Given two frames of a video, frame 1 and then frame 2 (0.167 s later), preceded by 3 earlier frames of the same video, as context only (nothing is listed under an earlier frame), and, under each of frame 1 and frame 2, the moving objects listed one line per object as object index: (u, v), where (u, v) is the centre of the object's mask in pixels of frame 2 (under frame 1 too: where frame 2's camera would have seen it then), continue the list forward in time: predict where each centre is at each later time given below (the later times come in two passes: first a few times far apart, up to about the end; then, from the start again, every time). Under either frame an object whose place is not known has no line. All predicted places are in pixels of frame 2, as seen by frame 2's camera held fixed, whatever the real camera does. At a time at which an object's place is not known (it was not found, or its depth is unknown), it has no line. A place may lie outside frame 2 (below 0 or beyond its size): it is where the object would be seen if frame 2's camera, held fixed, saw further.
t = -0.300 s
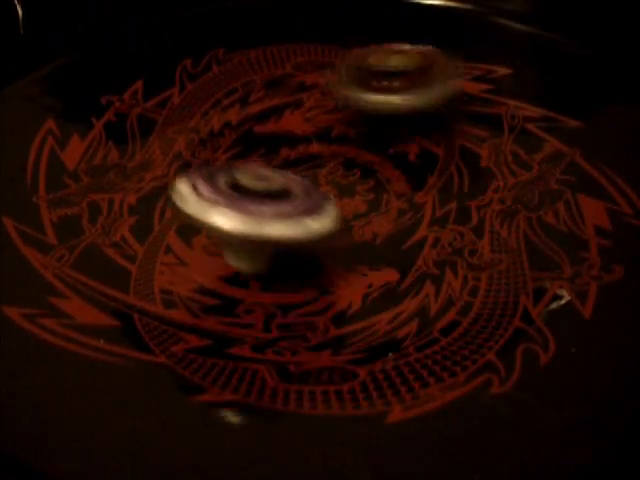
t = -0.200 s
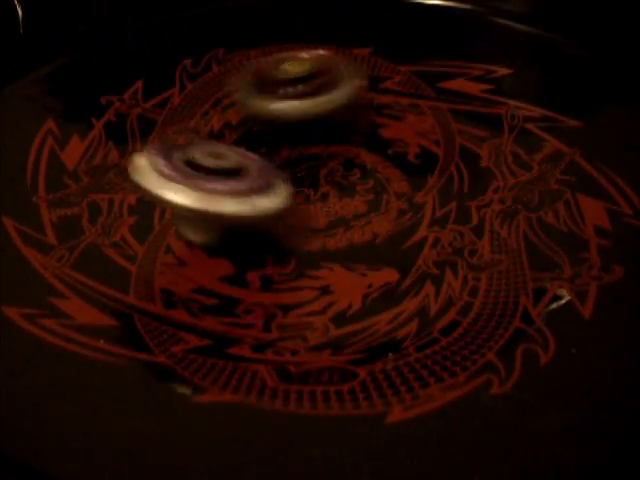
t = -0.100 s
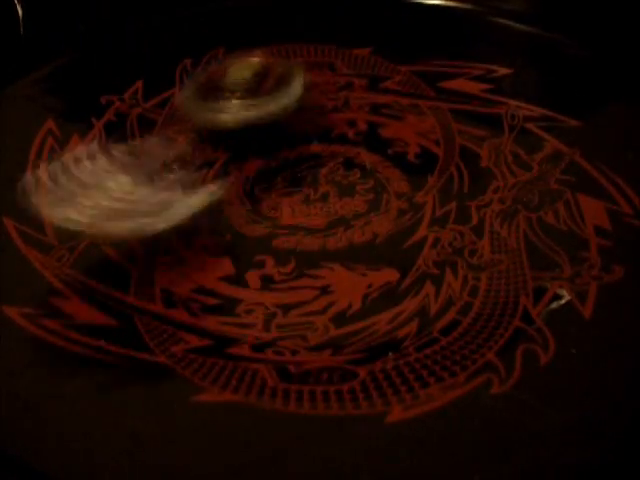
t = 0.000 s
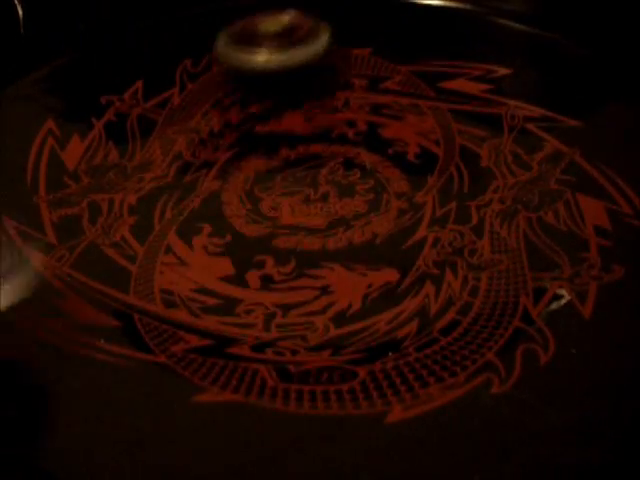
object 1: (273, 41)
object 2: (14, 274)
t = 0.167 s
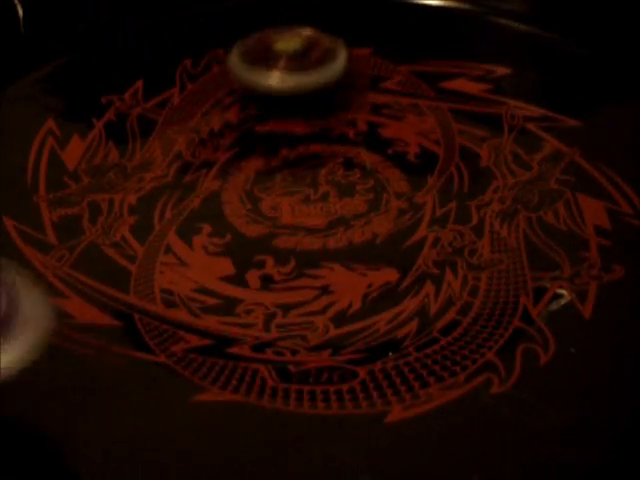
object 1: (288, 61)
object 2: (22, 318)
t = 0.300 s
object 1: (263, 106)
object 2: (107, 283)
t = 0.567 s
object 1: (308, 117)
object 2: (349, 242)
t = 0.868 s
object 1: (360, 115)
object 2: (412, 197)
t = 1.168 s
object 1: (439, 83)
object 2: (537, 239)
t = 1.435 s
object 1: (300, 82)
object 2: (483, 183)
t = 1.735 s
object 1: (326, 155)
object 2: (510, 194)
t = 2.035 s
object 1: (342, 219)
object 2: (551, 190)
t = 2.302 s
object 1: (362, 282)
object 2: (501, 174)
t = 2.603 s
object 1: (369, 220)
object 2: (495, 86)
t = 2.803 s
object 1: (285, 179)
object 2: (427, 87)
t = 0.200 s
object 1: (282, 73)
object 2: (39, 313)
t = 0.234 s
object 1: (272, 86)
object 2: (59, 306)
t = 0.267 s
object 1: (266, 97)
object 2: (80, 296)
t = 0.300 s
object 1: (263, 106)
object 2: (107, 283)
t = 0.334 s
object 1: (264, 115)
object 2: (153, 268)
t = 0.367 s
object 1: (267, 124)
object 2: (196, 250)
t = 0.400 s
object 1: (272, 131)
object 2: (237, 228)
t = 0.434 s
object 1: (280, 129)
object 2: (272, 214)
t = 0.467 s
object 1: (288, 125)
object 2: (295, 223)
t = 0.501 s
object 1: (295, 121)
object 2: (314, 231)
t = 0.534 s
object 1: (301, 118)
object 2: (333, 237)
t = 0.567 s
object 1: (308, 117)
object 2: (349, 242)
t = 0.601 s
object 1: (314, 116)
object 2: (362, 244)
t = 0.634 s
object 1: (321, 116)
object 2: (372, 243)
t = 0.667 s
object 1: (326, 117)
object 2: (381, 240)
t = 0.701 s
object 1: (331, 116)
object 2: (387, 234)
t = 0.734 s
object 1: (337, 117)
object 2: (391, 226)
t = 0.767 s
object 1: (343, 117)
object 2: (395, 219)
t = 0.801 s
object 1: (349, 116)
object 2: (400, 212)
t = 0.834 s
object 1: (355, 115)
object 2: (405, 205)
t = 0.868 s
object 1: (360, 115)
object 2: (412, 197)
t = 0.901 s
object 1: (364, 114)
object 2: (421, 188)
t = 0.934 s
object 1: (366, 114)
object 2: (430, 180)
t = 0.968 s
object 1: (376, 112)
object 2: (450, 187)
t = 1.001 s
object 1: (384, 109)
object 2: (470, 201)
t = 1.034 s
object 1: (394, 104)
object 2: (492, 215)
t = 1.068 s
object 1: (406, 99)
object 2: (511, 226)
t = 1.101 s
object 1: (420, 95)
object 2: (526, 235)
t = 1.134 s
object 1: (433, 89)
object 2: (535, 239)
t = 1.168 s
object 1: (439, 83)
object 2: (537, 239)
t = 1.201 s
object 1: (437, 78)
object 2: (535, 235)
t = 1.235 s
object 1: (430, 75)
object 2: (529, 228)
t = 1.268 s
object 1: (416, 72)
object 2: (522, 220)
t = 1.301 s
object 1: (397, 70)
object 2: (512, 211)
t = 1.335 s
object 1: (371, 69)
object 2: (502, 203)
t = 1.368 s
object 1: (344, 71)
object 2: (493, 195)
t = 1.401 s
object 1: (319, 76)
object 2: (487, 188)
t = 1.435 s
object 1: (300, 82)
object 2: (483, 183)
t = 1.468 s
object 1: (286, 88)
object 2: (482, 181)
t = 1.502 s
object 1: (277, 95)
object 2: (484, 181)
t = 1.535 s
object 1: (274, 103)
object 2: (488, 183)
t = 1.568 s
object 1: (277, 111)
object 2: (493, 185)
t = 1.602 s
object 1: (284, 120)
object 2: (498, 187)
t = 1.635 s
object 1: (294, 129)
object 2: (501, 190)
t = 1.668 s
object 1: (305, 138)
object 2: (505, 192)
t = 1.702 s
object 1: (316, 146)
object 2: (508, 193)
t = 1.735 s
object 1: (326, 155)
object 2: (510, 194)
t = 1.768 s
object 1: (337, 163)
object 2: (512, 195)
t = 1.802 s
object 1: (347, 172)
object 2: (513, 195)
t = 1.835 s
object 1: (351, 180)
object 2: (521, 197)
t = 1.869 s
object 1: (348, 185)
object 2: (534, 199)
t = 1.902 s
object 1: (349, 191)
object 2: (540, 199)
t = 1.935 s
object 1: (352, 198)
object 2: (541, 197)
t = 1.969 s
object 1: (355, 205)
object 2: (539, 196)
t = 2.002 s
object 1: (357, 212)
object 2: (536, 194)
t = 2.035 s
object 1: (342, 219)
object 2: (551, 190)
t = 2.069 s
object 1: (327, 226)
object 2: (559, 187)
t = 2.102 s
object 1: (318, 235)
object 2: (559, 184)
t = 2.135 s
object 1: (311, 245)
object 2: (557, 182)
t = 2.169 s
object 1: (306, 256)
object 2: (550, 180)
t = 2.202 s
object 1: (307, 265)
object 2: (540, 177)
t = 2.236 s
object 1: (318, 275)
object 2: (527, 176)
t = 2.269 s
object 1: (336, 281)
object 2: (513, 175)
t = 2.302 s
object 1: (362, 282)
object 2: (501, 174)
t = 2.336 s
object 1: (390, 278)
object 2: (489, 175)
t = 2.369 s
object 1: (401, 279)
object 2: (500, 150)
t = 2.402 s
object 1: (399, 281)
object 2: (517, 135)
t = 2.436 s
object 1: (394, 283)
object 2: (529, 123)
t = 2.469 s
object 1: (388, 274)
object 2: (537, 110)
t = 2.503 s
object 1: (385, 261)
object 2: (537, 97)
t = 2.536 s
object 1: (382, 244)
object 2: (528, 90)
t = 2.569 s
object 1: (376, 230)
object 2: (512, 87)
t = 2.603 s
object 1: (369, 220)
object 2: (495, 86)
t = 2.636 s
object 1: (357, 211)
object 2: (478, 85)
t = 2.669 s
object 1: (343, 204)
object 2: (464, 84)
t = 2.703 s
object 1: (328, 197)
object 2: (452, 85)
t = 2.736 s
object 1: (314, 190)
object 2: (442, 85)
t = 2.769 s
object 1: (300, 184)
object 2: (434, 86)
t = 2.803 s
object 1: (285, 179)
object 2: (427, 87)
